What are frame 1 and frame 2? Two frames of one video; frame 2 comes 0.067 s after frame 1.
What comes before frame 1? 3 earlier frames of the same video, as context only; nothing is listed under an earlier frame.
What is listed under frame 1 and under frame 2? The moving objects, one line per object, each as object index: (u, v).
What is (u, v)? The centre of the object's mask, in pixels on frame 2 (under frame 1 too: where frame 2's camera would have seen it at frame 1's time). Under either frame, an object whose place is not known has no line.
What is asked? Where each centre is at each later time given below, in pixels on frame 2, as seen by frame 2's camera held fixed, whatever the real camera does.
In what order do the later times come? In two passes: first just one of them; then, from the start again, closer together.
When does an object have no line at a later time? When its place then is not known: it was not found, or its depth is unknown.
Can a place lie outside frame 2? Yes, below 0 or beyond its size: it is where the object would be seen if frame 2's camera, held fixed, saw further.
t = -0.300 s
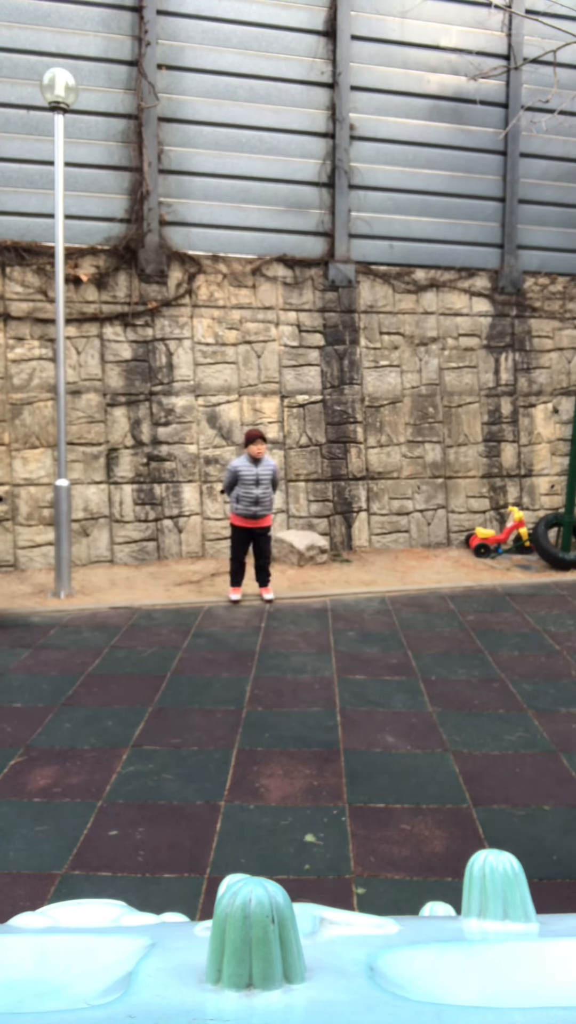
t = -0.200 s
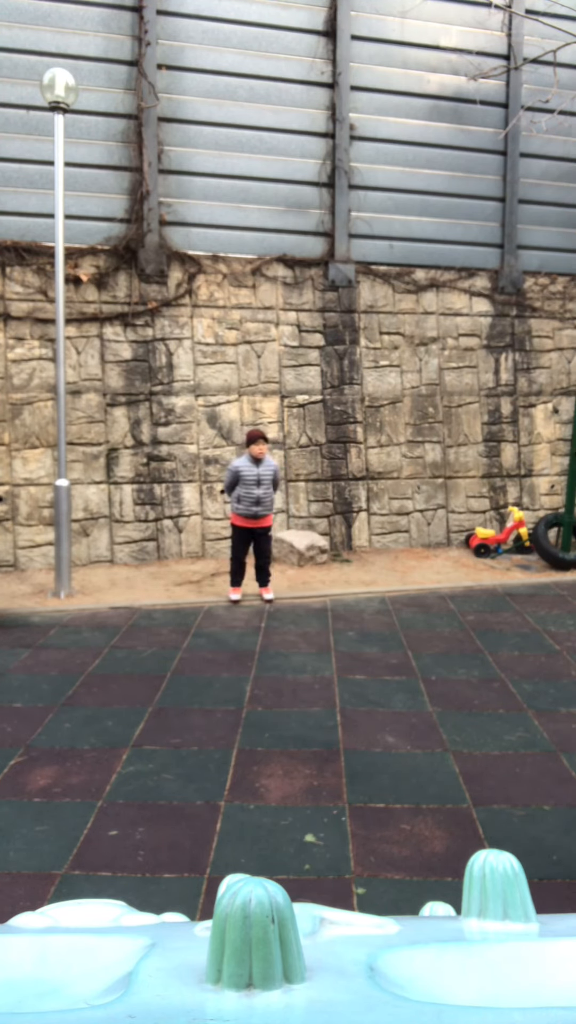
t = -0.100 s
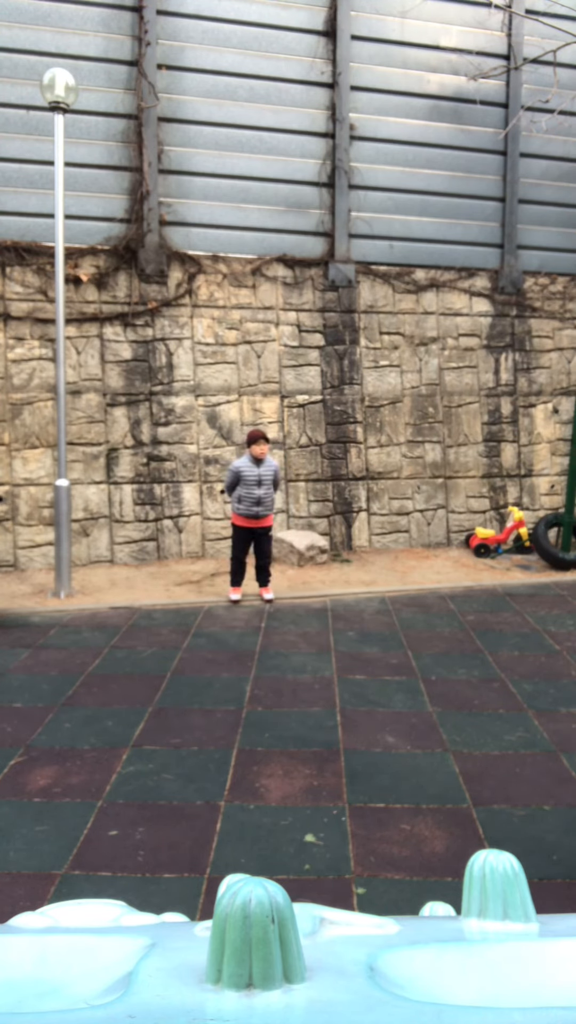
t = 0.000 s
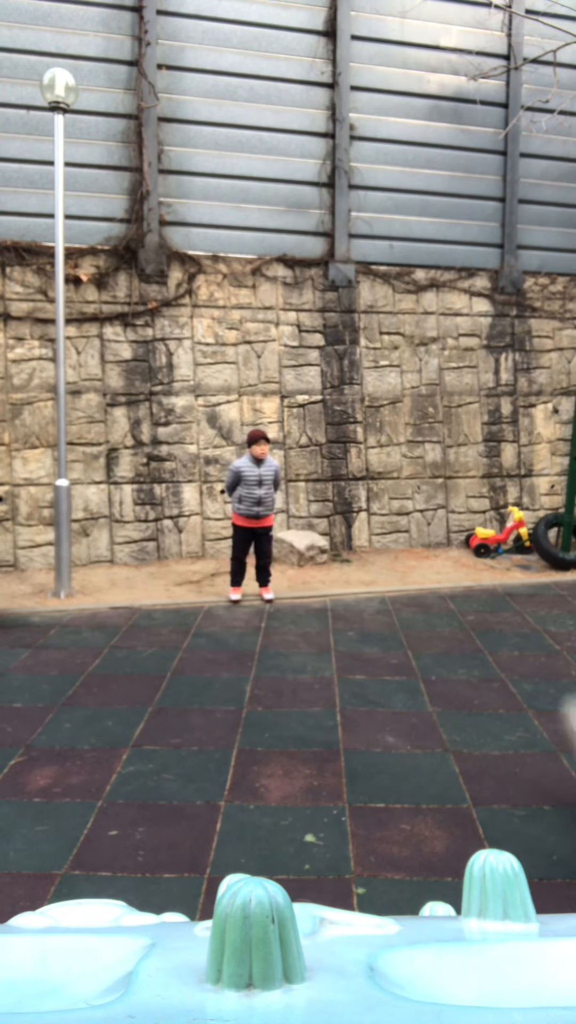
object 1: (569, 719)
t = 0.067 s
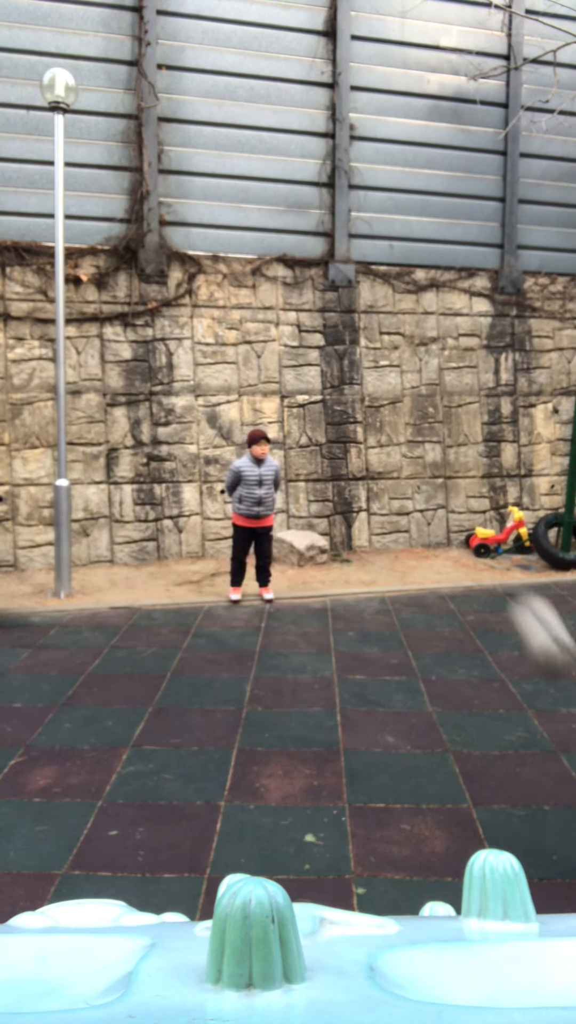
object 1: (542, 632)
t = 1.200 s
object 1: (375, 555)
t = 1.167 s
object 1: (366, 566)
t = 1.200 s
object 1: (375, 555)
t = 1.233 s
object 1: (383, 547)
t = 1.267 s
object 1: (390, 541)
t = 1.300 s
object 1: (399, 534)
